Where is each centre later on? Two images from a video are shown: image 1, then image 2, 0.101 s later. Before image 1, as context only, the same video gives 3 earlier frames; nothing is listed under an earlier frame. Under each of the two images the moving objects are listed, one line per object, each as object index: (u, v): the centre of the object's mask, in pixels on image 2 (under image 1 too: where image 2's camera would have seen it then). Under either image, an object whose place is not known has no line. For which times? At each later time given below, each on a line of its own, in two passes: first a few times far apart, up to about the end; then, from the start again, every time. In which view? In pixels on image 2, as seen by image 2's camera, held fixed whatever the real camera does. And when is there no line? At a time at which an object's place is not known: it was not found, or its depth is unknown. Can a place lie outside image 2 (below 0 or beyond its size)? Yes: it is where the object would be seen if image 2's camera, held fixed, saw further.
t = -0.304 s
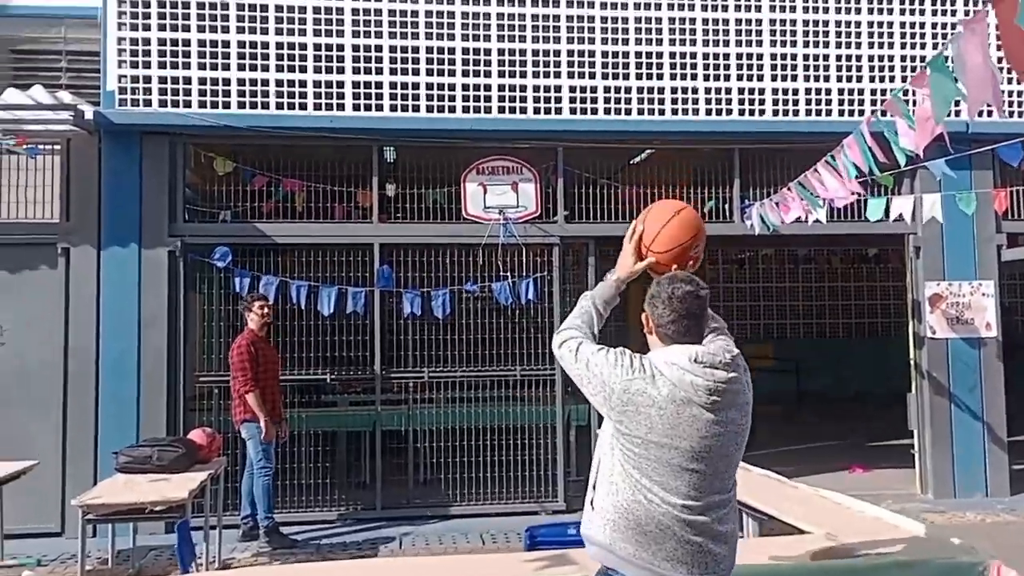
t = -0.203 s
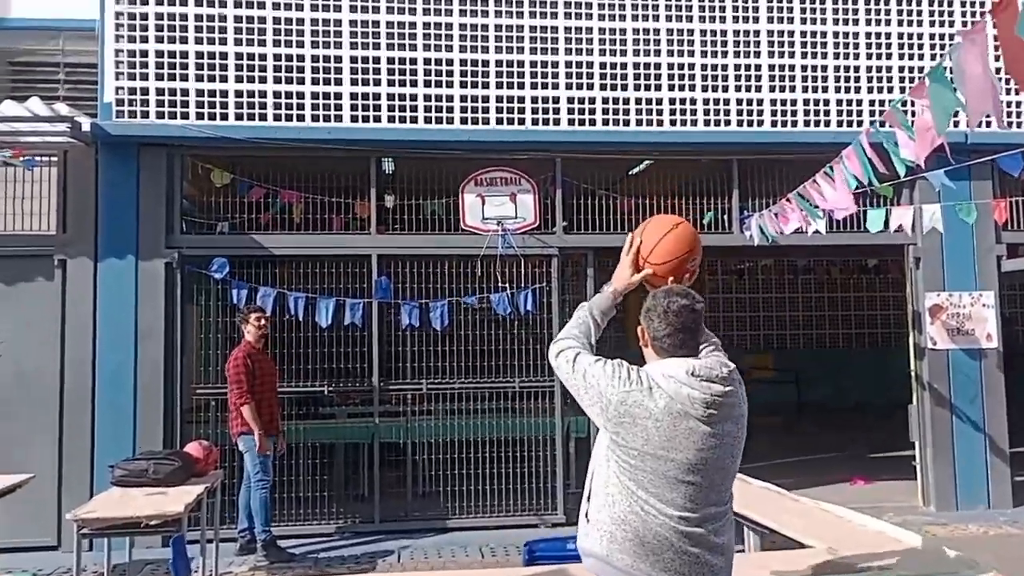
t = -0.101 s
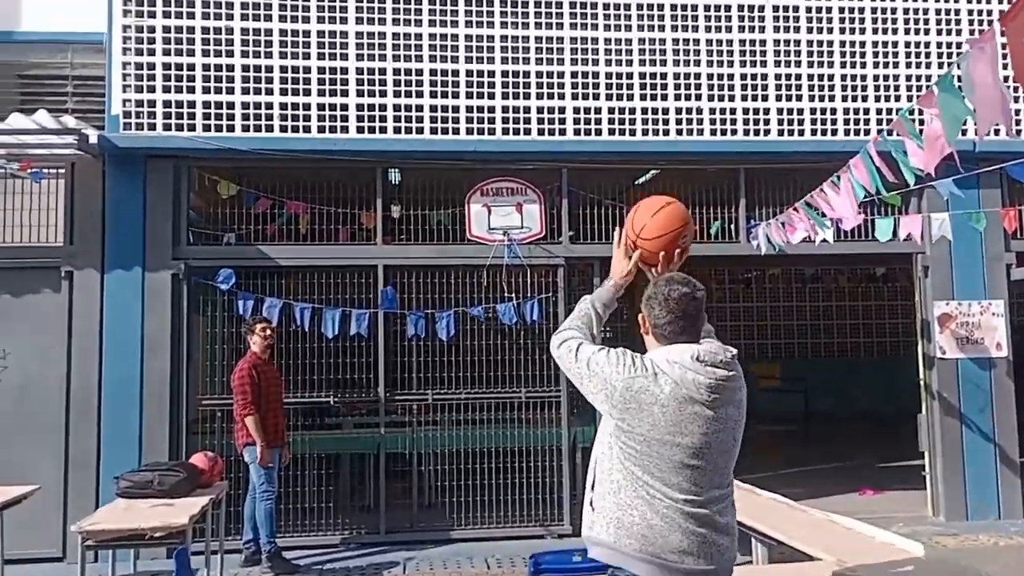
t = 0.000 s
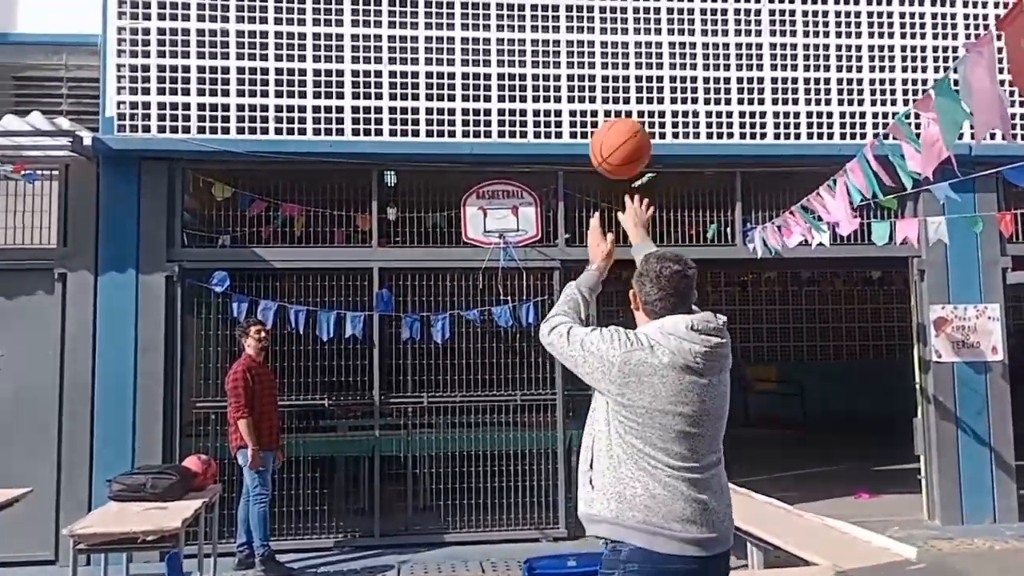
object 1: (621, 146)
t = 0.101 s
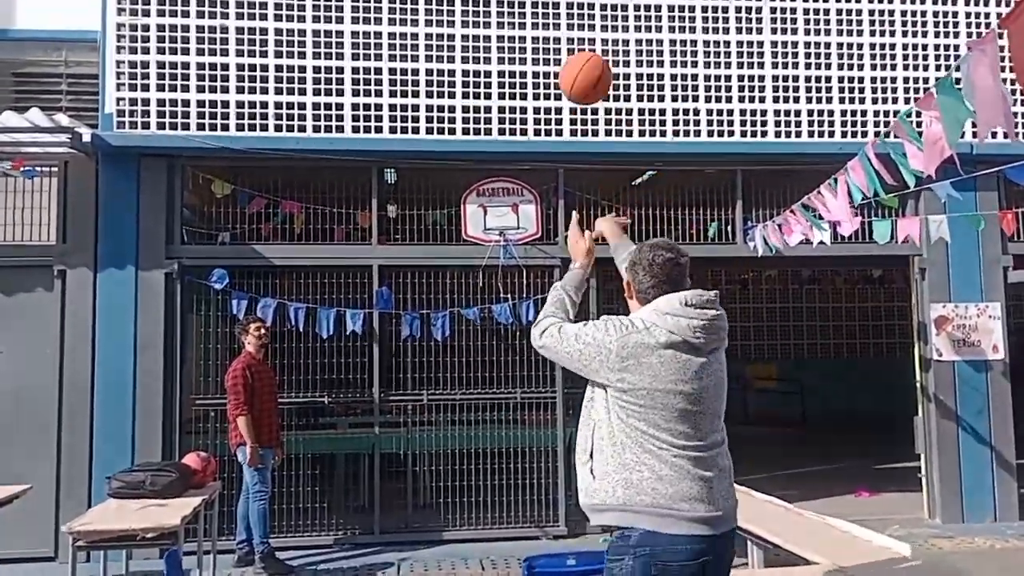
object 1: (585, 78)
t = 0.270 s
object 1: (547, 40)
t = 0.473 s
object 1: (518, 62)
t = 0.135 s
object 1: (576, 64)
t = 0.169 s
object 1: (568, 54)
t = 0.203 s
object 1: (560, 46)
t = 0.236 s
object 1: (554, 42)
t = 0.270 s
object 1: (547, 40)
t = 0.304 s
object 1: (542, 40)
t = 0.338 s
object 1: (537, 41)
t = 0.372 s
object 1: (532, 44)
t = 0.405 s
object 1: (526, 48)
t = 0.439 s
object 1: (522, 55)
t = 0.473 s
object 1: (518, 62)
